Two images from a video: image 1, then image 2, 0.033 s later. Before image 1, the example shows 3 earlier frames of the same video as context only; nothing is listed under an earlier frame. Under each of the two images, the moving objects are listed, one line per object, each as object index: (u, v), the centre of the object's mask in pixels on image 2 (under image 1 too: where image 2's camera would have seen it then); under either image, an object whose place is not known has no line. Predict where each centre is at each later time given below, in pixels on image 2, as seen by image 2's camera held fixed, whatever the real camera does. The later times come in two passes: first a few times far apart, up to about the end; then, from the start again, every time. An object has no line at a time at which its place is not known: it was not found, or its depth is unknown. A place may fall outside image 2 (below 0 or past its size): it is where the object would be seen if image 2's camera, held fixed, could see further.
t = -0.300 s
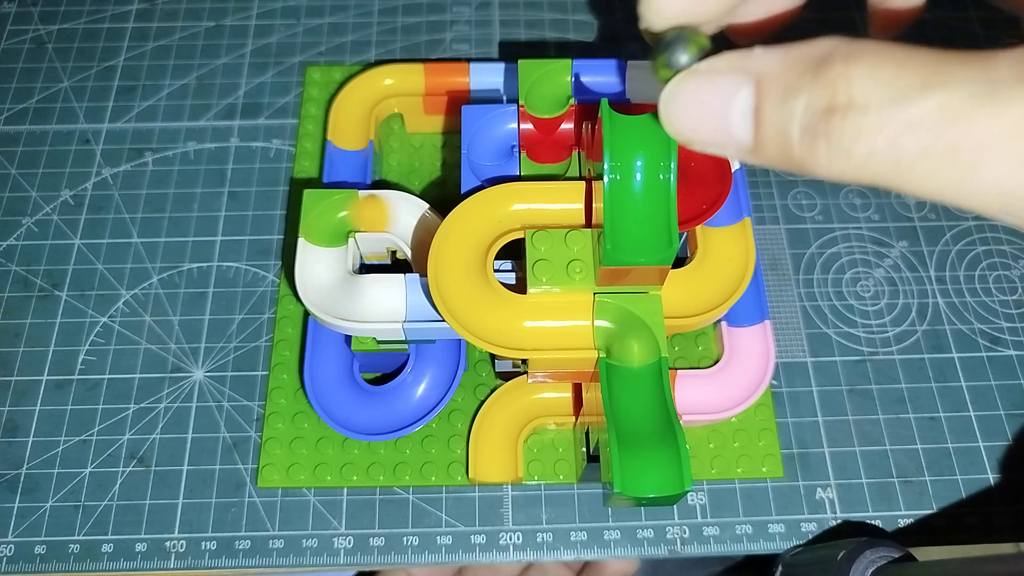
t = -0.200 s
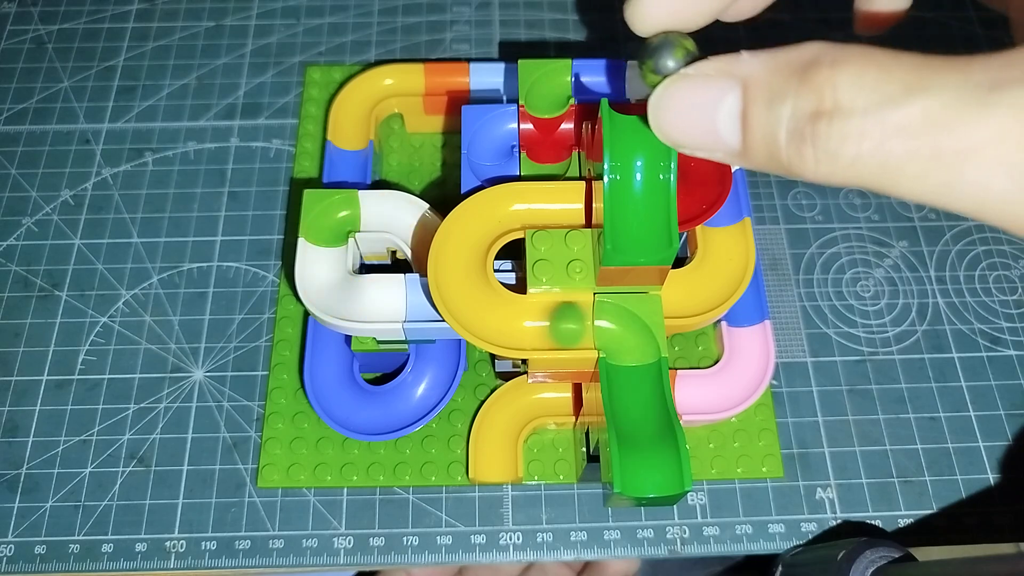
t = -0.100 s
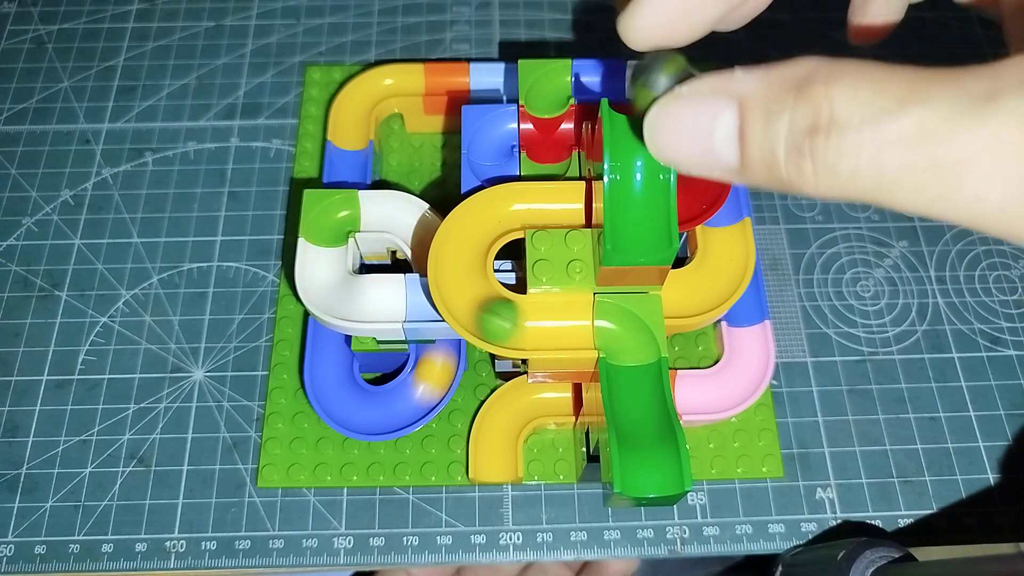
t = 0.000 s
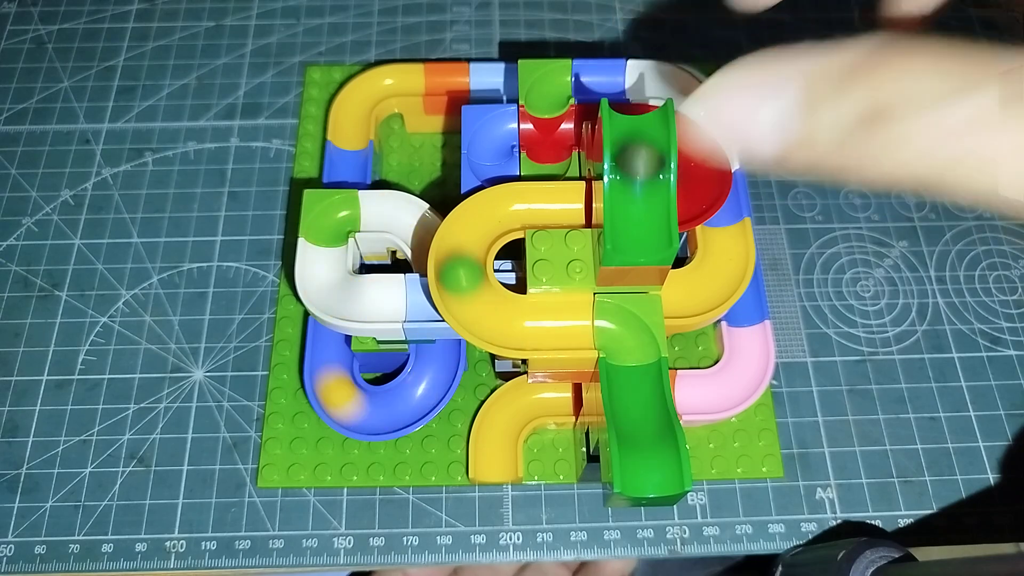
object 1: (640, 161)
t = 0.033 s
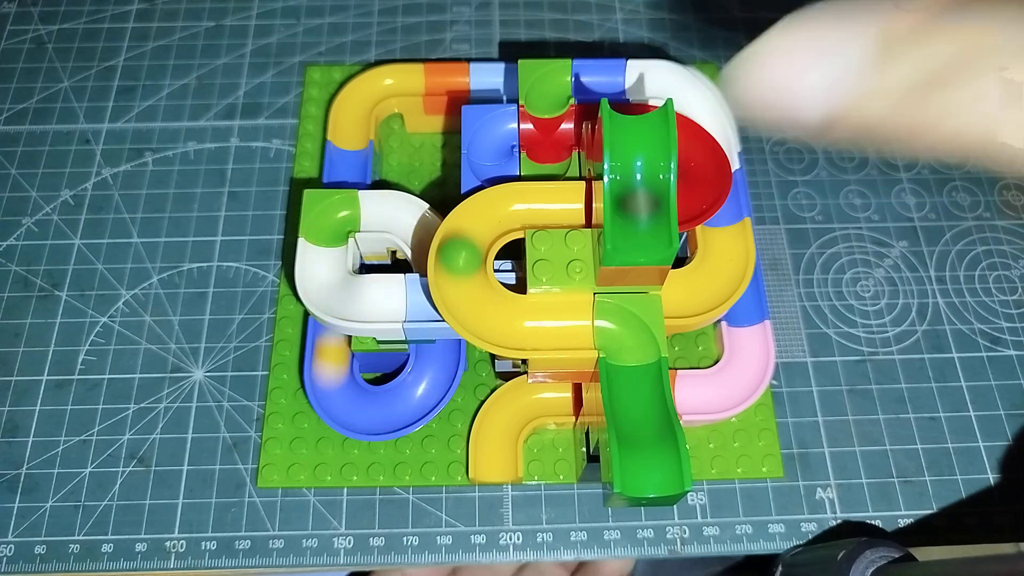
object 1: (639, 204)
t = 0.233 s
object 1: (637, 403)
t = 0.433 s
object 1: (568, 325)
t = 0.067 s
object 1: (642, 256)
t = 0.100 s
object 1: (632, 321)
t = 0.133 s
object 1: (634, 384)
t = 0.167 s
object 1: (637, 406)
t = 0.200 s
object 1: (639, 410)
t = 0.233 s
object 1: (637, 403)
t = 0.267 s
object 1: (634, 384)
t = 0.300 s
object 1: (633, 358)
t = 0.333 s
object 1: (625, 337)
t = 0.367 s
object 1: (609, 325)
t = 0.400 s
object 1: (589, 324)
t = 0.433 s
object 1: (568, 325)
